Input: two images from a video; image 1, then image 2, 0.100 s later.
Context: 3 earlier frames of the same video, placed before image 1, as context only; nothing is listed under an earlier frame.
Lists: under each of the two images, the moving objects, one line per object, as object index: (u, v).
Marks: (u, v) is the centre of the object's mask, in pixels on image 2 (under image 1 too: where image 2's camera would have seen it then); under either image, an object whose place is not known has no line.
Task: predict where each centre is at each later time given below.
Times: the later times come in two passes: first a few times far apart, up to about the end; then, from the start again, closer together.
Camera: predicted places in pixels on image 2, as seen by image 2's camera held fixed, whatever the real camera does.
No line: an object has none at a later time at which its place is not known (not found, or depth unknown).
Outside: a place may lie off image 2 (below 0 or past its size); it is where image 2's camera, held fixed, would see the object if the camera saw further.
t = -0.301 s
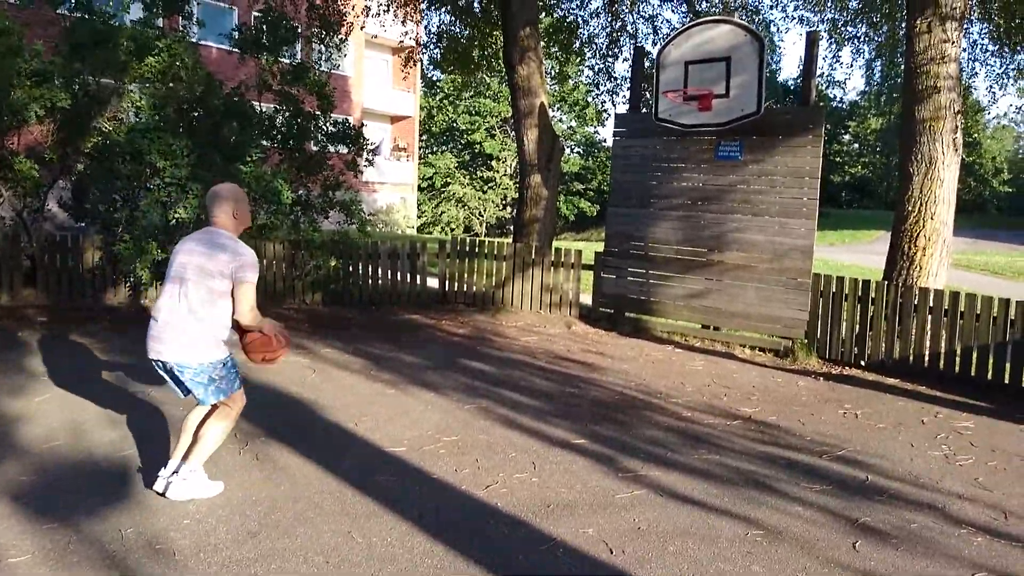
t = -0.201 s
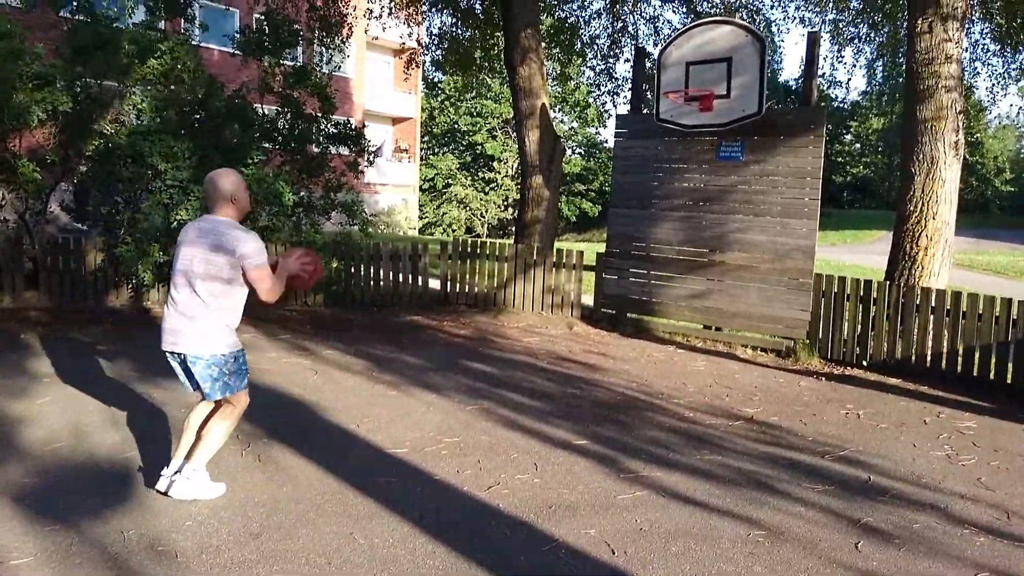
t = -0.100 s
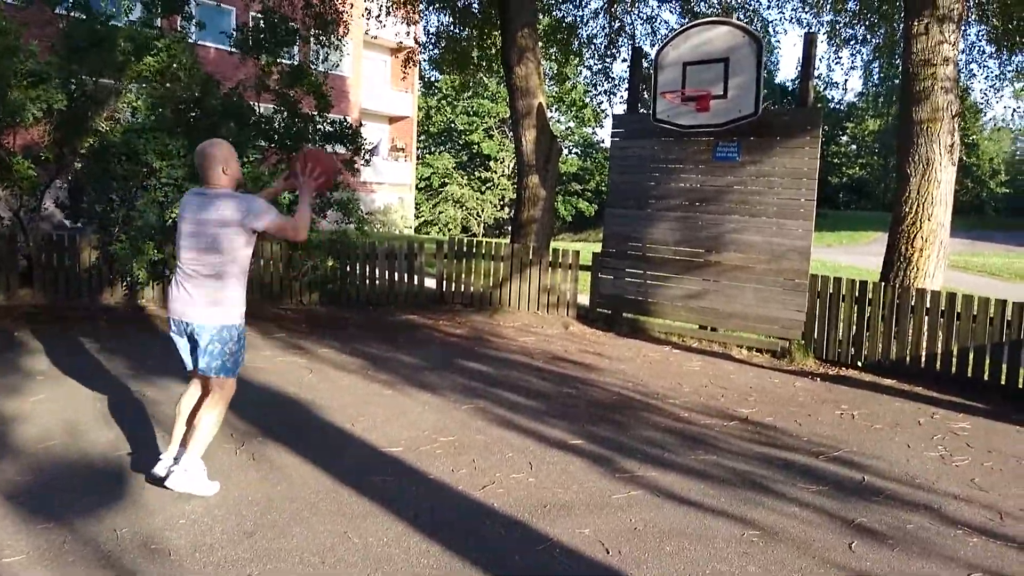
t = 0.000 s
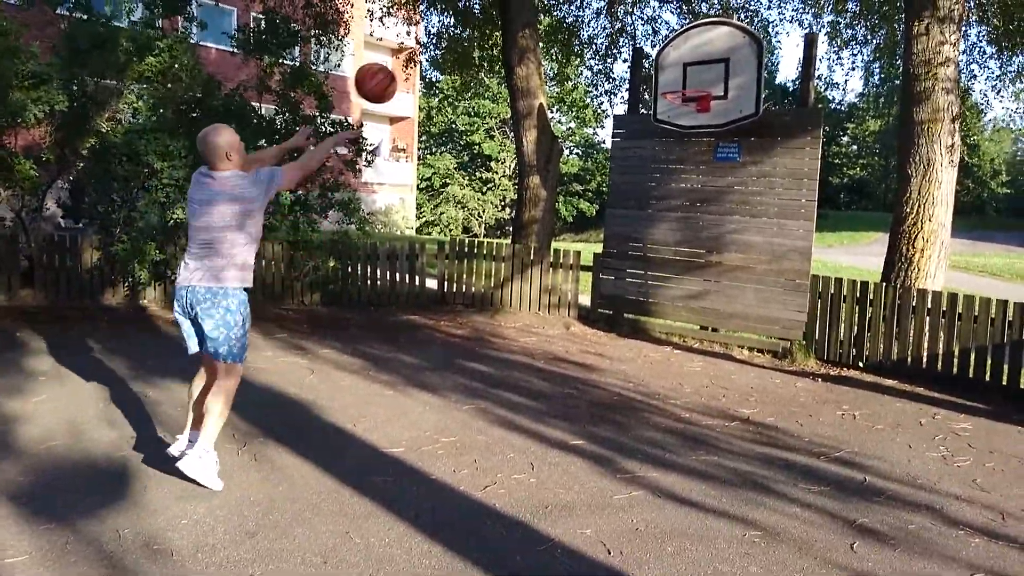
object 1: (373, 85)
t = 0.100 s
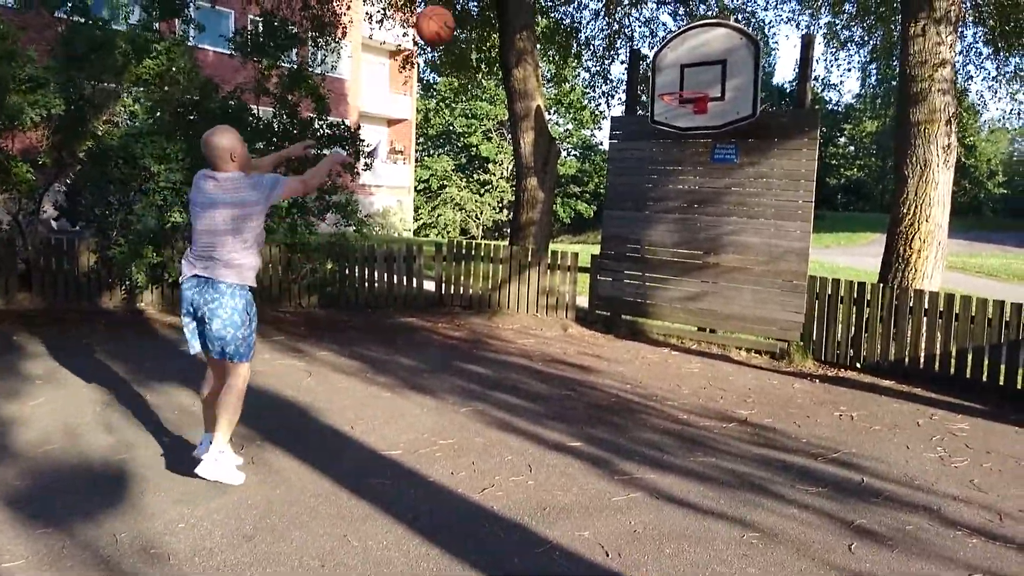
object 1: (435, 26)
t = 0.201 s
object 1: (488, 3)
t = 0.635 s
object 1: (636, 7)
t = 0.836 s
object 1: (680, 74)
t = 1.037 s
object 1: (658, 148)
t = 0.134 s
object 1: (453, 14)
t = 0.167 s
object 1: (469, 10)
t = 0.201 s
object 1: (488, 3)
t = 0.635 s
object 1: (636, 7)
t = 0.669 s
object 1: (644, 12)
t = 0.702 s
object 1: (653, 24)
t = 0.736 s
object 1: (660, 35)
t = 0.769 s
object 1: (667, 47)
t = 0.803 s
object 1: (673, 60)
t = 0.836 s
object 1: (680, 74)
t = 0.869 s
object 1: (687, 86)
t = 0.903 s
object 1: (687, 99)
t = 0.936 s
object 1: (680, 110)
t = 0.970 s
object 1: (673, 121)
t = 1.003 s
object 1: (667, 133)
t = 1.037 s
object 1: (658, 148)
